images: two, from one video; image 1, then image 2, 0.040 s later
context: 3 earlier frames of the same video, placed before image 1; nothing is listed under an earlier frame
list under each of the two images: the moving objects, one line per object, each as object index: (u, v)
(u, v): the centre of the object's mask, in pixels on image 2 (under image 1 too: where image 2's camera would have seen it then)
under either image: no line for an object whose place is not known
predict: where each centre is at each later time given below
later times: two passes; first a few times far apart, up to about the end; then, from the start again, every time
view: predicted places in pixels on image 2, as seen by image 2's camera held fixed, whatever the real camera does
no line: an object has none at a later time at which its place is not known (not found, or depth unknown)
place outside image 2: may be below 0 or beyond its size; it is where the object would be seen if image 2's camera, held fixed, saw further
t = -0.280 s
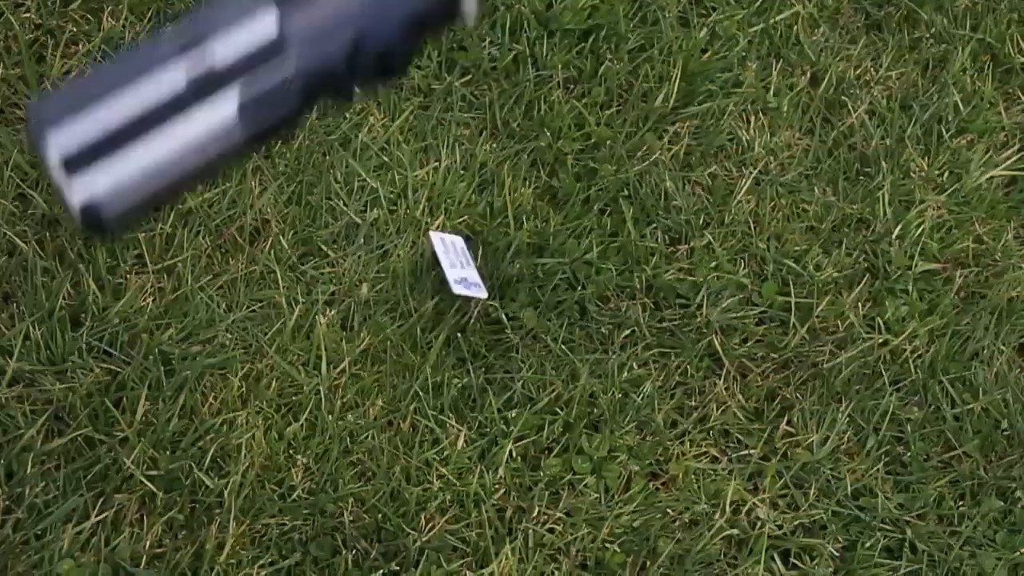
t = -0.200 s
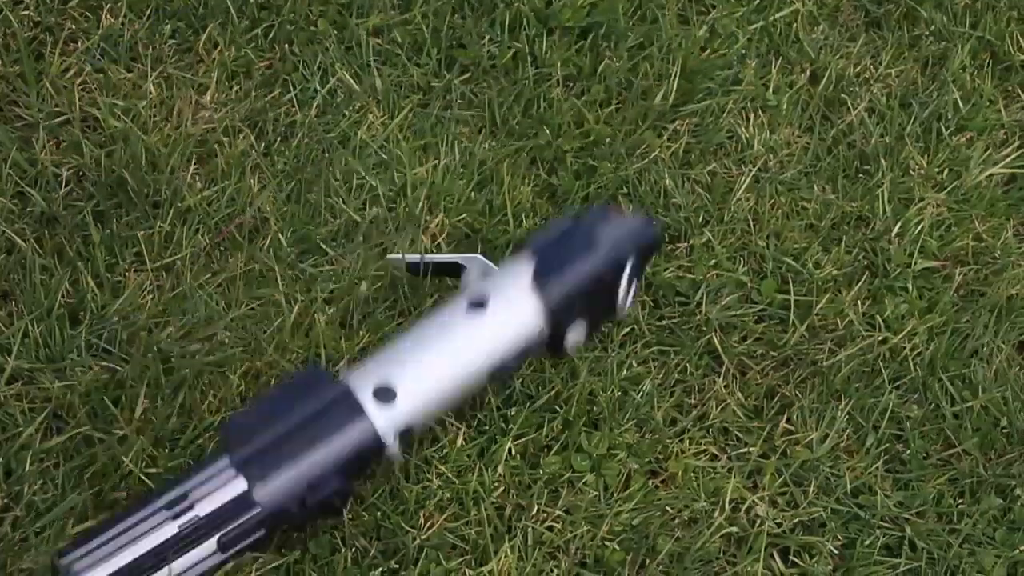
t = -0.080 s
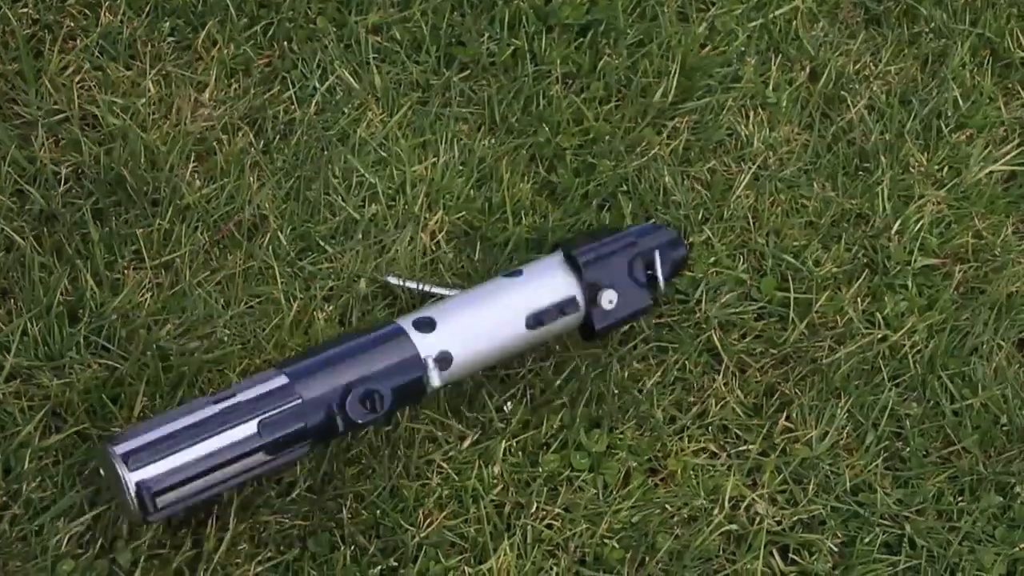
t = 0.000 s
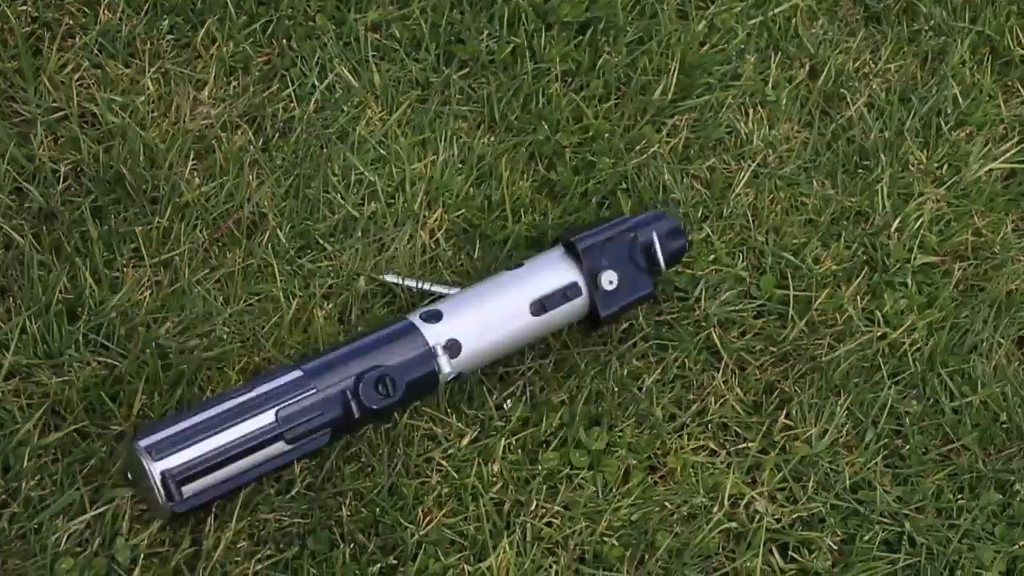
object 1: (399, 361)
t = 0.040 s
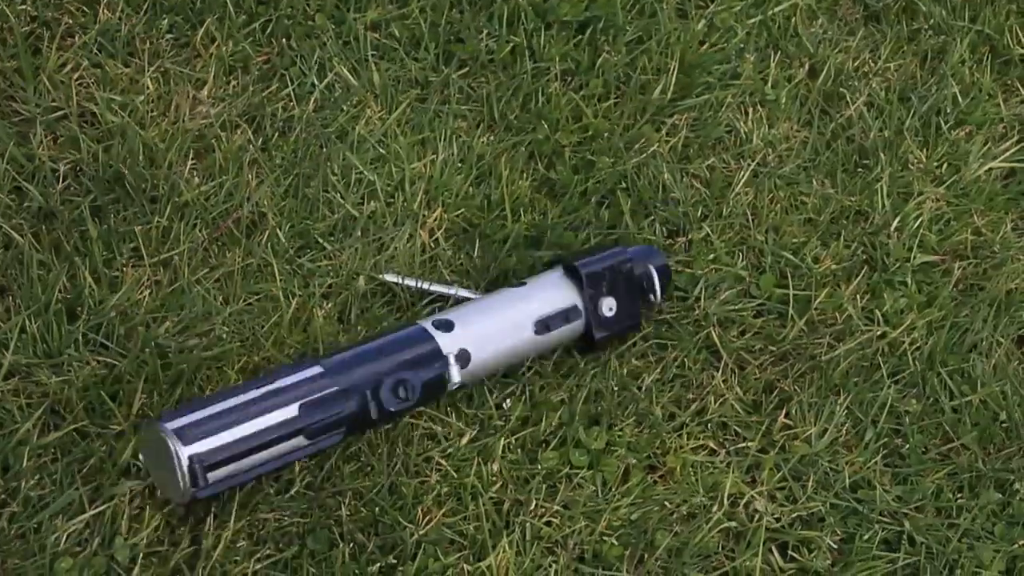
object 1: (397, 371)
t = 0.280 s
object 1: (415, 389)
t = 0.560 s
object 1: (415, 388)
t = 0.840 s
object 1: (415, 388)
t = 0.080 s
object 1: (406, 374)
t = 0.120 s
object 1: (409, 383)
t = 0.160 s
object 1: (412, 388)
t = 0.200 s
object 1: (415, 389)
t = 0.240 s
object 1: (415, 389)
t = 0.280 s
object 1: (415, 389)
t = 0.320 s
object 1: (414, 388)
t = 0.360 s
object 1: (414, 388)
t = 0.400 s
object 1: (414, 388)
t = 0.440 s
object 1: (415, 388)
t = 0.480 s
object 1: (415, 388)
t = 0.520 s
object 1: (415, 388)
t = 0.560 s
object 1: (415, 388)
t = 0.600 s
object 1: (416, 388)
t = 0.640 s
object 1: (415, 388)
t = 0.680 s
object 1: (415, 388)
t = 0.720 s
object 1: (415, 388)
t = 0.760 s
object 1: (415, 388)
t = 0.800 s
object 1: (415, 388)
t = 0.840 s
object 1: (415, 388)
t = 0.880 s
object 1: (415, 388)
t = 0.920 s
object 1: (415, 388)
